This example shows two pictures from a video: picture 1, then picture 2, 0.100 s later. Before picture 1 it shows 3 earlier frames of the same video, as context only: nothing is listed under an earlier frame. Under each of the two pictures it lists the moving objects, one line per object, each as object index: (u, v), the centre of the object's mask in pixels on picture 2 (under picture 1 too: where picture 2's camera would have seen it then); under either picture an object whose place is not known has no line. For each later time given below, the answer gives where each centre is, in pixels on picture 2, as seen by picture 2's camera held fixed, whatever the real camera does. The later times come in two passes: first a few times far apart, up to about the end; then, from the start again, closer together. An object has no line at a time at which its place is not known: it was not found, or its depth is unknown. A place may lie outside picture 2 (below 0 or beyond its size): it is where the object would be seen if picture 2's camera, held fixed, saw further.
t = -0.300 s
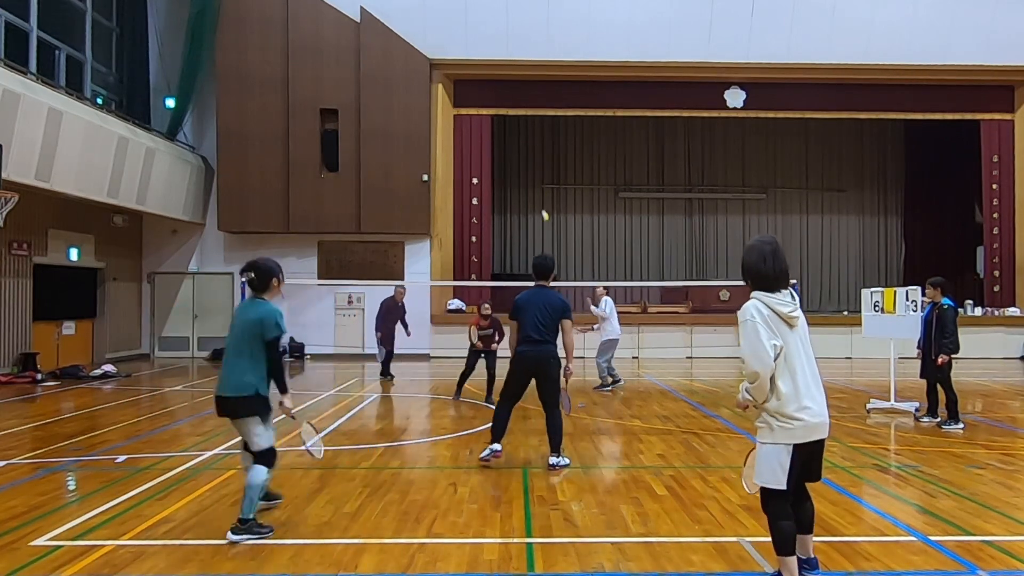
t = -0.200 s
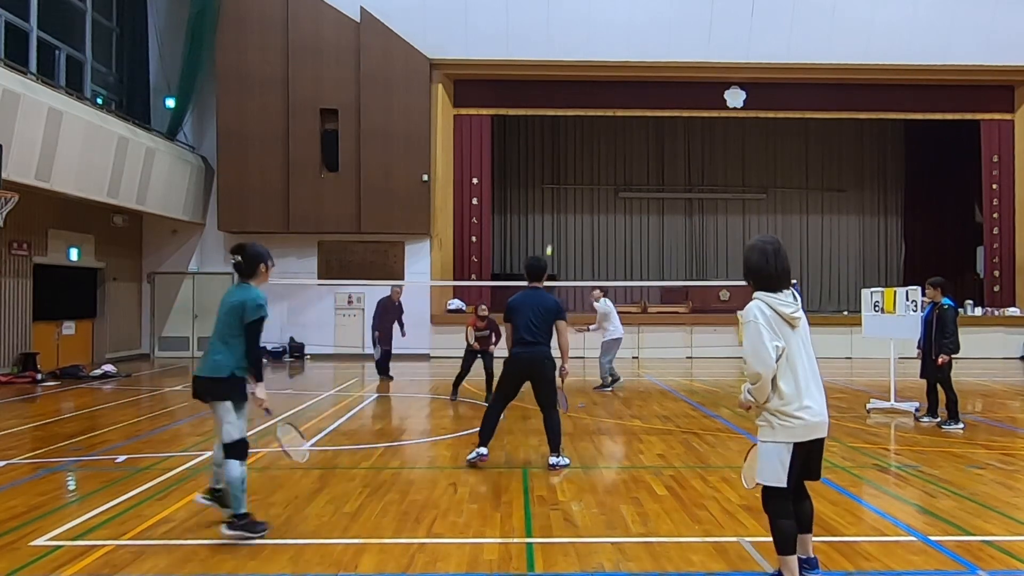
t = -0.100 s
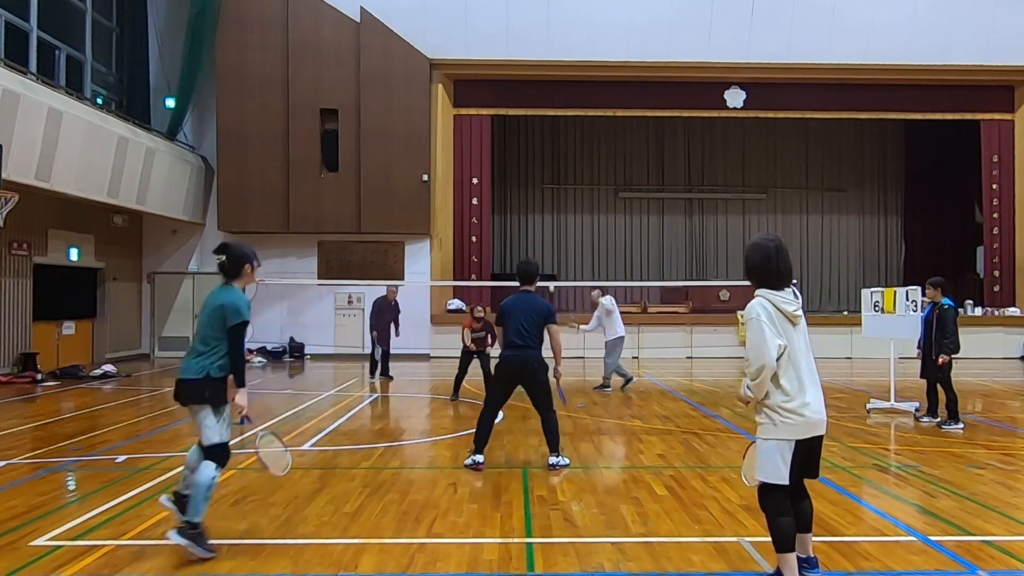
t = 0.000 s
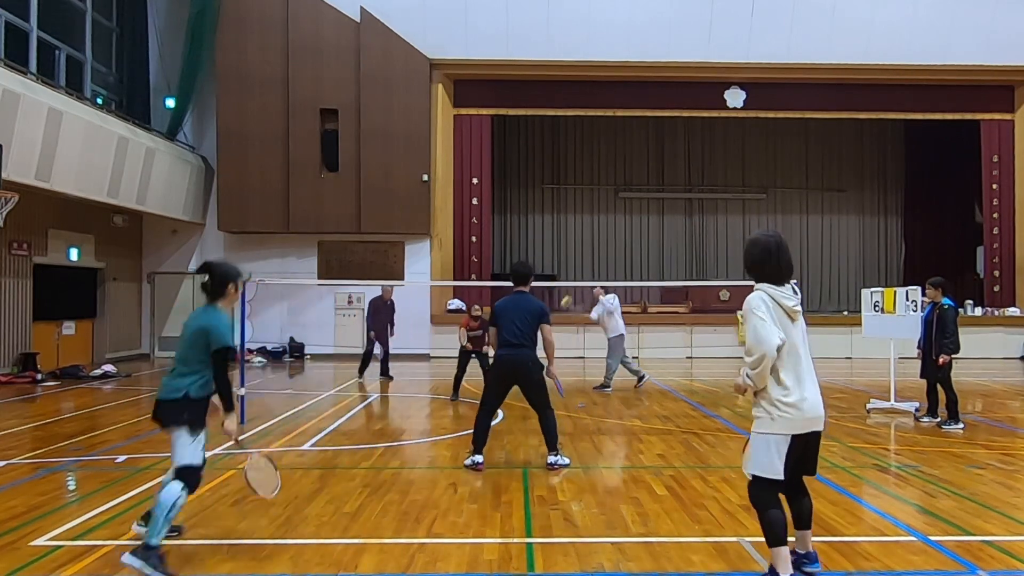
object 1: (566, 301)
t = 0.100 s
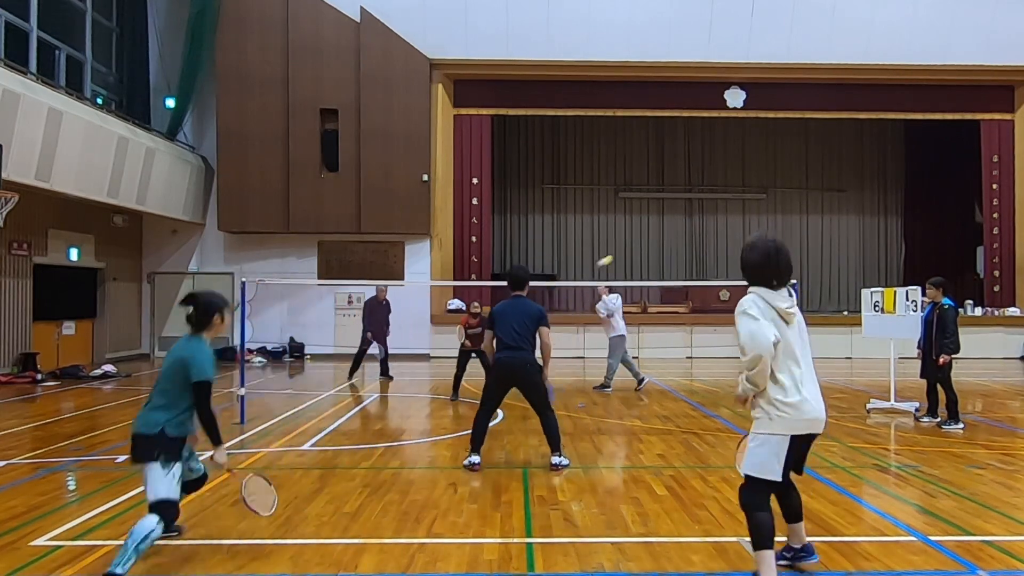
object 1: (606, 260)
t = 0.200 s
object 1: (648, 232)
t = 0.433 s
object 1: (746, 209)
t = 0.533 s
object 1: (795, 223)
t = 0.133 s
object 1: (620, 250)
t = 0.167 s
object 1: (635, 241)
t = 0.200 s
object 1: (648, 232)
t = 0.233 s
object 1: (660, 225)
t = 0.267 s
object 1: (678, 218)
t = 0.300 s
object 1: (689, 214)
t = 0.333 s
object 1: (703, 210)
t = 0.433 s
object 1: (746, 209)
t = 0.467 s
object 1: (761, 212)
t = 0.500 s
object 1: (778, 217)
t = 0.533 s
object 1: (795, 223)
